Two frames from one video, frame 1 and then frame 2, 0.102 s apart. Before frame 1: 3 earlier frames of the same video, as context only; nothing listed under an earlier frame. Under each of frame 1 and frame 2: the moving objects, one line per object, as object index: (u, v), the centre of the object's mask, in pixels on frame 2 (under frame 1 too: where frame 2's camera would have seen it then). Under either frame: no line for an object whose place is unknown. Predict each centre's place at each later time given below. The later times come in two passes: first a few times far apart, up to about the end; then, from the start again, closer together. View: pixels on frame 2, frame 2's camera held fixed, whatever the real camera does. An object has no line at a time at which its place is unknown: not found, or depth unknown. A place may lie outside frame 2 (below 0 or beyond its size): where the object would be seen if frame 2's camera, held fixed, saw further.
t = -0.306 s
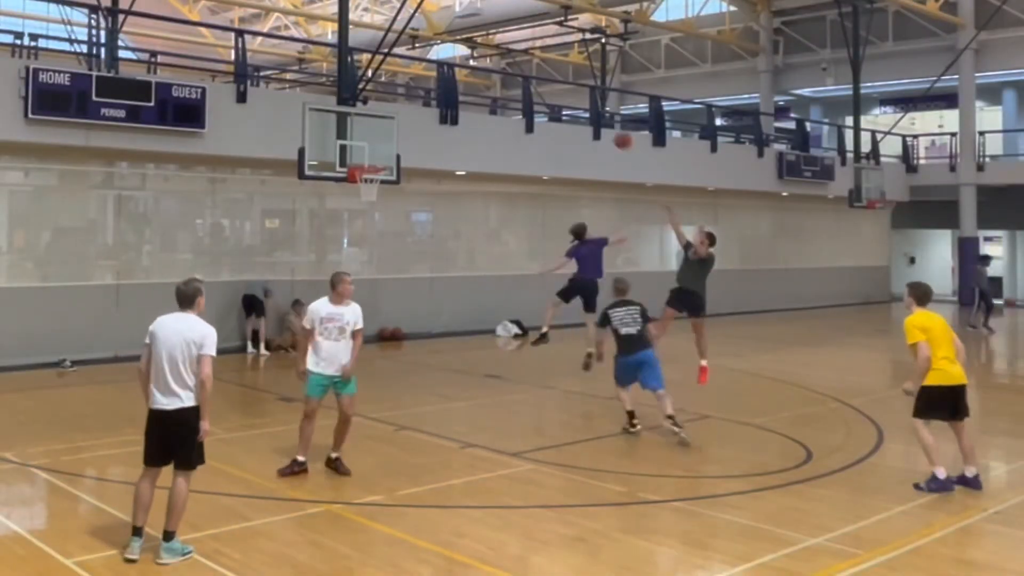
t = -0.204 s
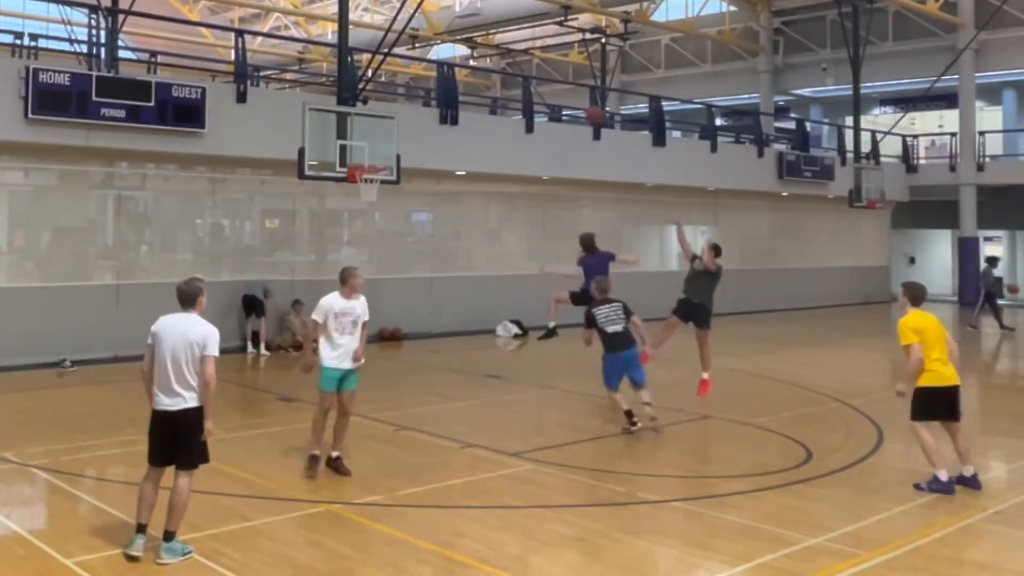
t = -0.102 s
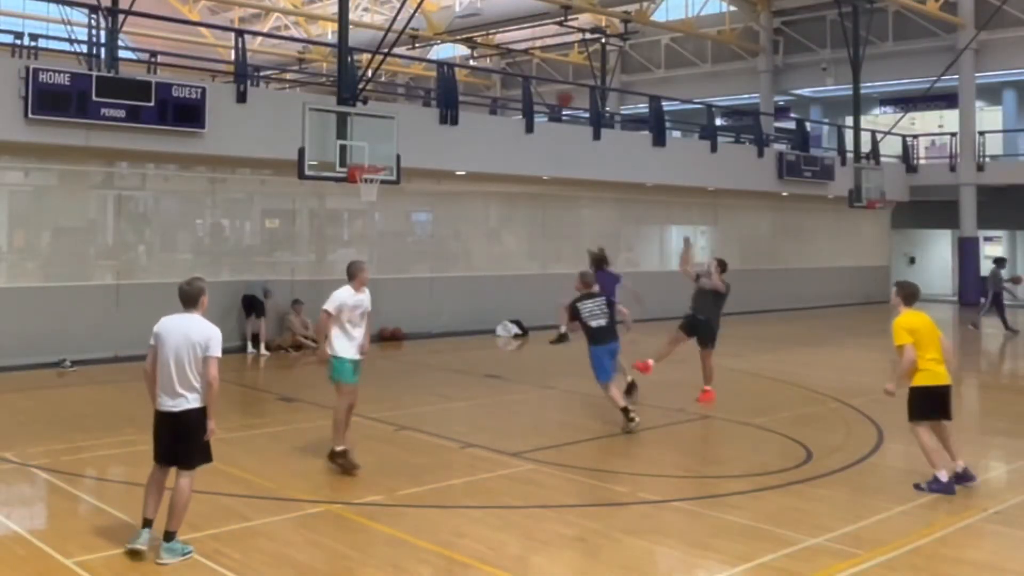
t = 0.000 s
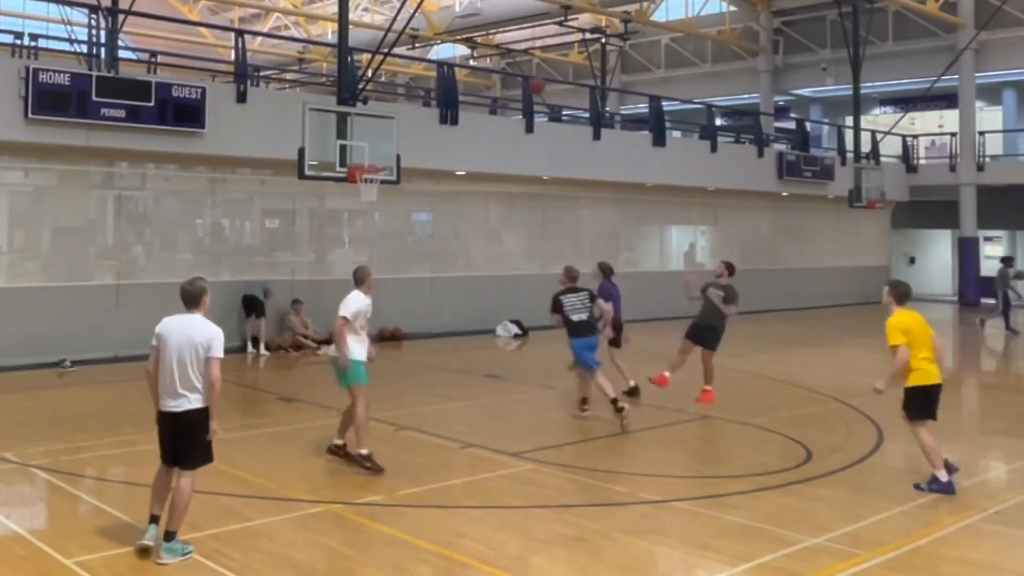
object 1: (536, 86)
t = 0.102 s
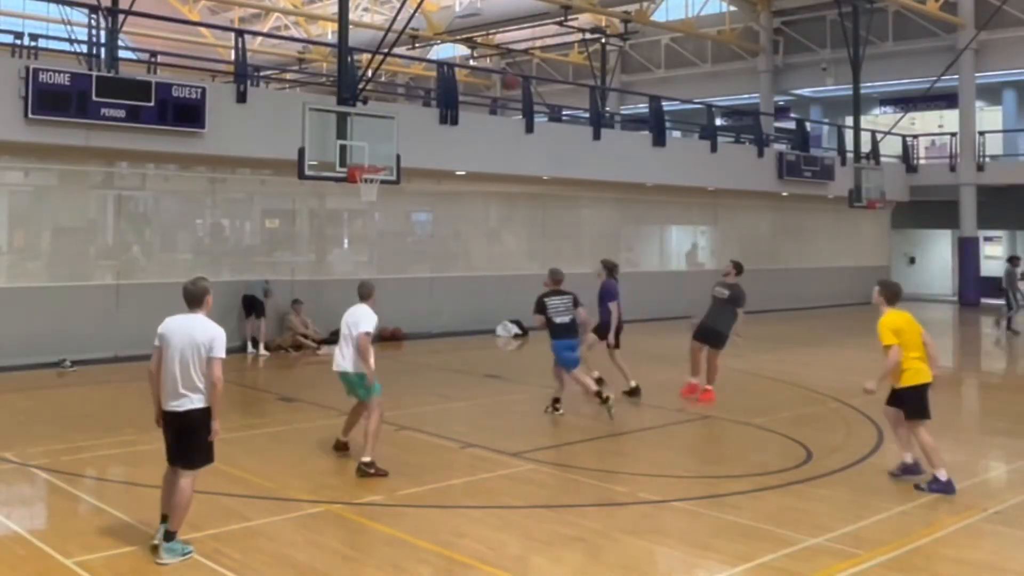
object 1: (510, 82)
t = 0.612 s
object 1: (376, 159)
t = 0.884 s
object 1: (361, 193)
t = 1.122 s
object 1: (368, 236)
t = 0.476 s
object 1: (411, 123)
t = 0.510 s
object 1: (402, 132)
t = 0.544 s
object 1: (394, 140)
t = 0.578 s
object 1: (385, 149)
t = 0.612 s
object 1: (376, 159)
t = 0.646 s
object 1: (369, 168)
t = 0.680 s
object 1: (359, 176)
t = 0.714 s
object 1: (357, 182)
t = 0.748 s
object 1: (357, 184)
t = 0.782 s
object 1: (358, 190)
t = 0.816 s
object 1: (359, 190)
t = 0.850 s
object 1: (360, 191)
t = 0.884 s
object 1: (361, 193)
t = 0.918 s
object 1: (362, 197)
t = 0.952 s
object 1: (363, 202)
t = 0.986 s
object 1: (364, 207)
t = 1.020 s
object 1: (365, 213)
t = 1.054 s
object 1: (366, 219)
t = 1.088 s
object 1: (367, 227)
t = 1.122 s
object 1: (368, 236)
